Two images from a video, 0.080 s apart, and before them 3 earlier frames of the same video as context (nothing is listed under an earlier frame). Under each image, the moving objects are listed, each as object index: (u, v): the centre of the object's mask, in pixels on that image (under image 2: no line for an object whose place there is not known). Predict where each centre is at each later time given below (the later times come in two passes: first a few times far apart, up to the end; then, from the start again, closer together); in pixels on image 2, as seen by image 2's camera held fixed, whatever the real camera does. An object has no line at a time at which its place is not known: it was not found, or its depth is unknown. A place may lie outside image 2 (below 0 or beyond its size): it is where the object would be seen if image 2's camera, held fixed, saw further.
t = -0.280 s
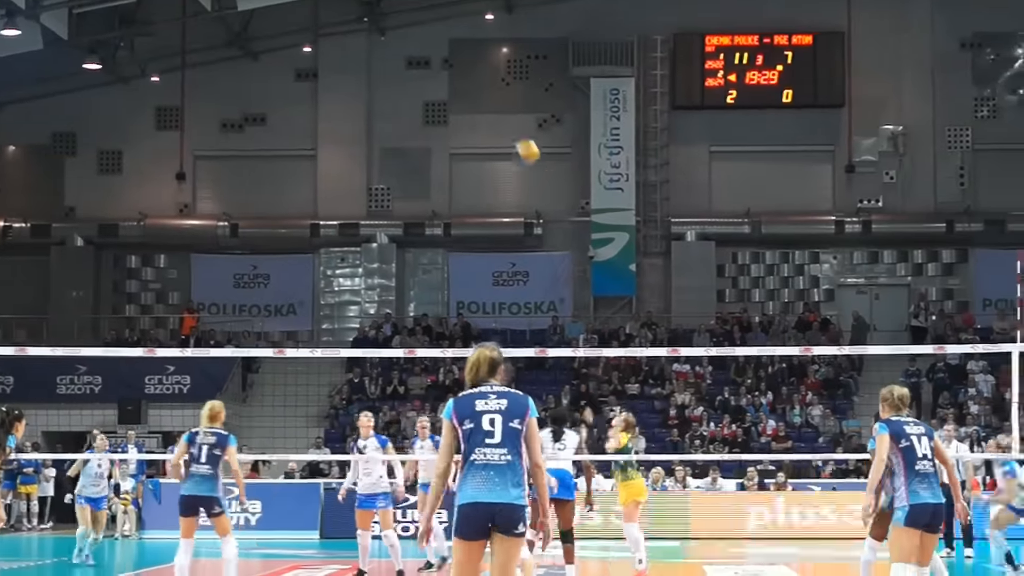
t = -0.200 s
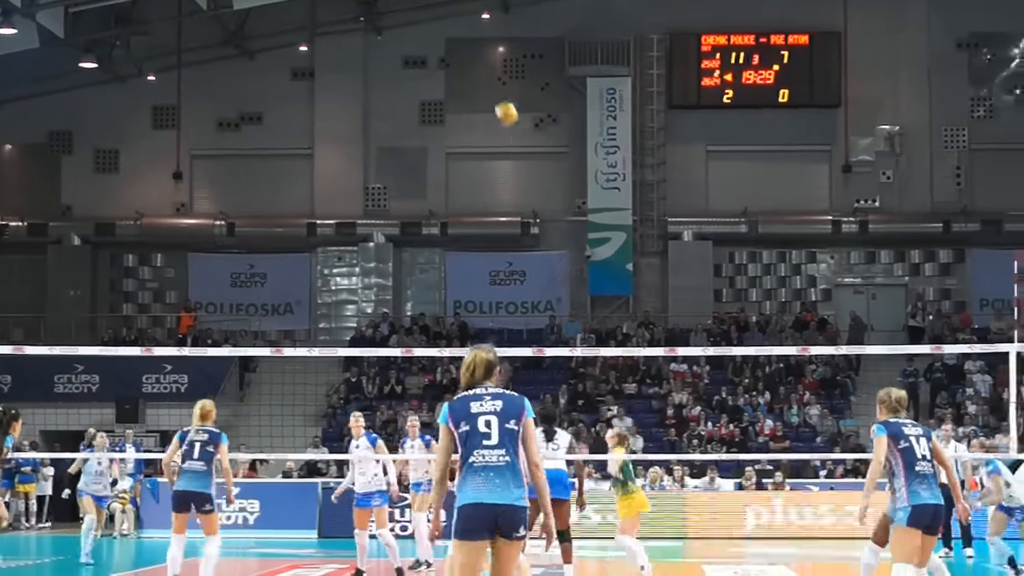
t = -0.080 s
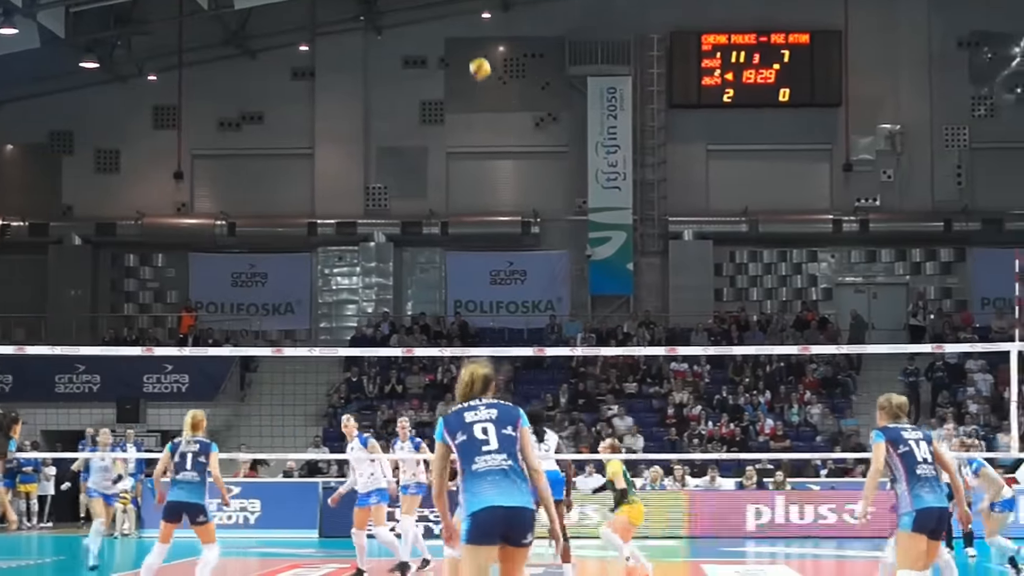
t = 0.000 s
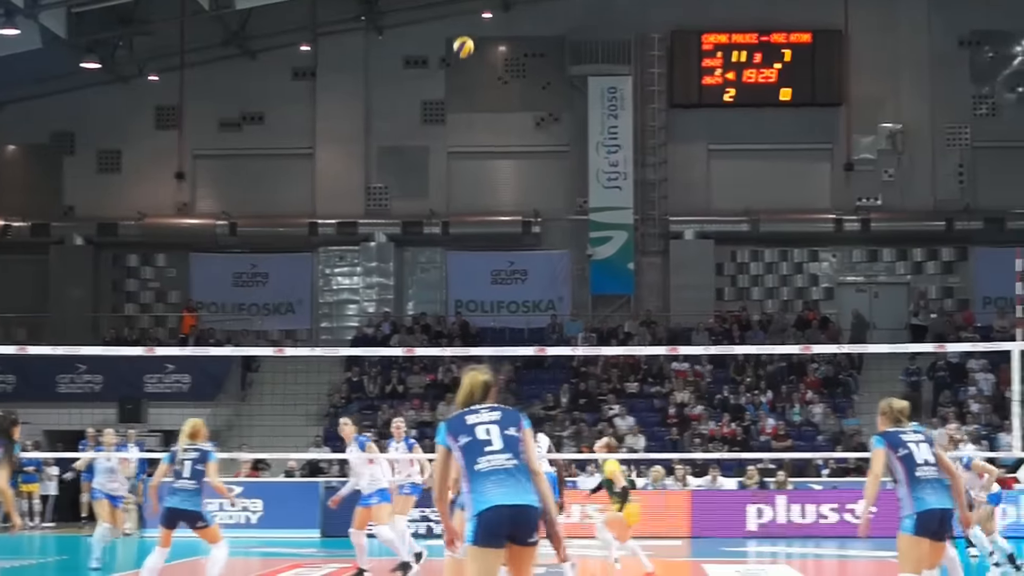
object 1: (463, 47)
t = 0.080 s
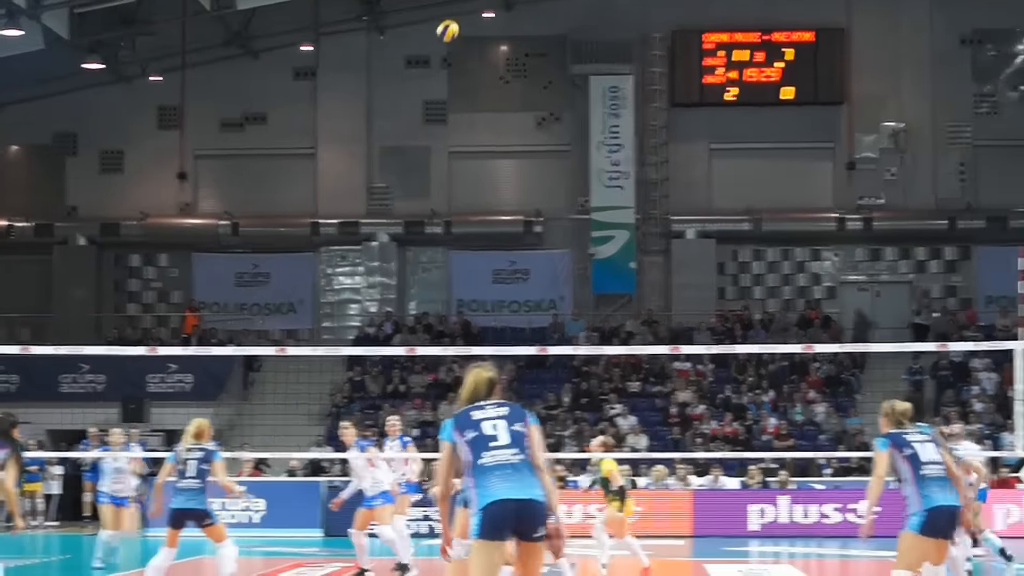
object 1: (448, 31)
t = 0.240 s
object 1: (408, 17)
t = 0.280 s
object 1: (399, 17)
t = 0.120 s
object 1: (436, 25)
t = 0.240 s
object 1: (408, 17)
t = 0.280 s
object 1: (399, 17)
